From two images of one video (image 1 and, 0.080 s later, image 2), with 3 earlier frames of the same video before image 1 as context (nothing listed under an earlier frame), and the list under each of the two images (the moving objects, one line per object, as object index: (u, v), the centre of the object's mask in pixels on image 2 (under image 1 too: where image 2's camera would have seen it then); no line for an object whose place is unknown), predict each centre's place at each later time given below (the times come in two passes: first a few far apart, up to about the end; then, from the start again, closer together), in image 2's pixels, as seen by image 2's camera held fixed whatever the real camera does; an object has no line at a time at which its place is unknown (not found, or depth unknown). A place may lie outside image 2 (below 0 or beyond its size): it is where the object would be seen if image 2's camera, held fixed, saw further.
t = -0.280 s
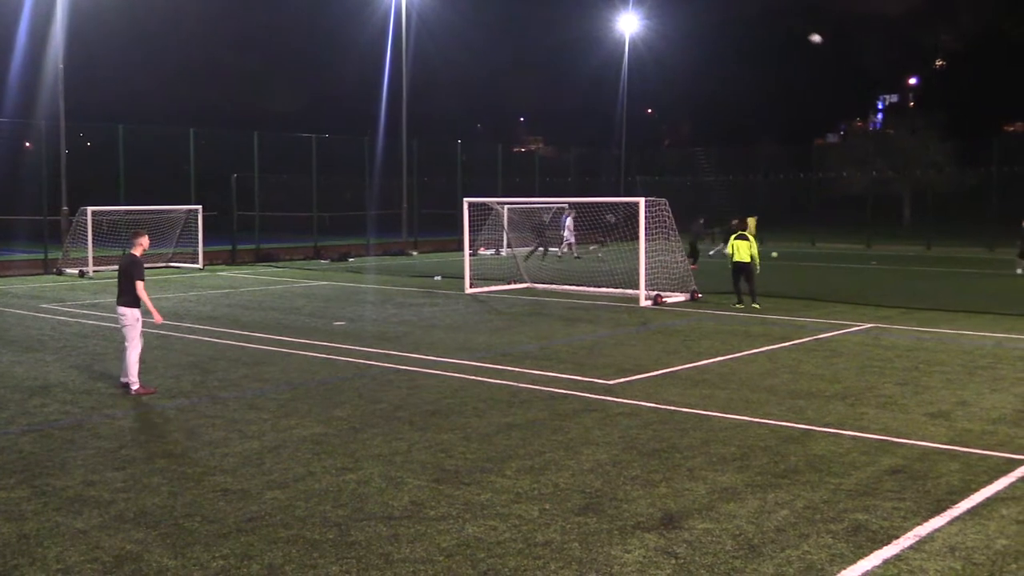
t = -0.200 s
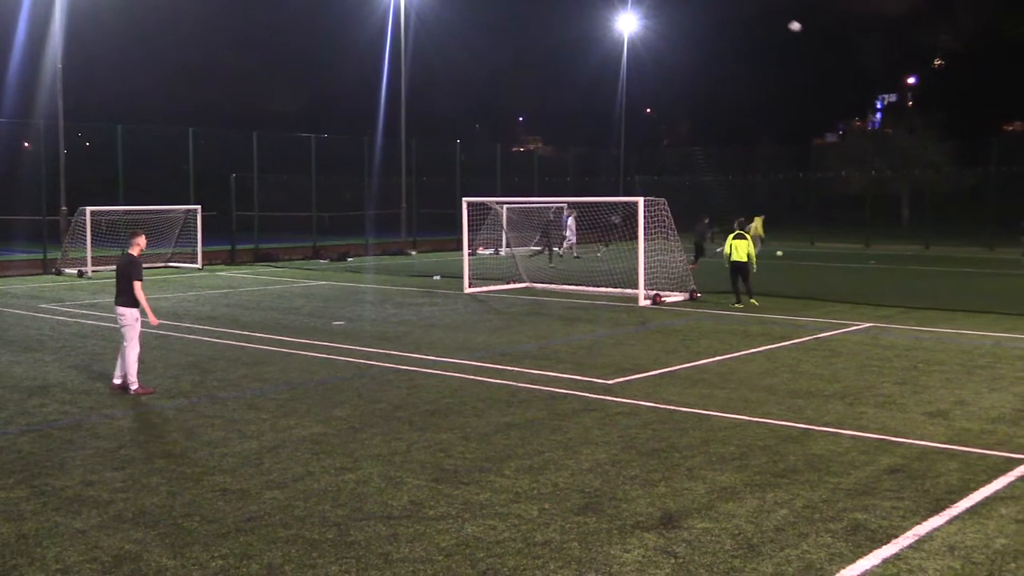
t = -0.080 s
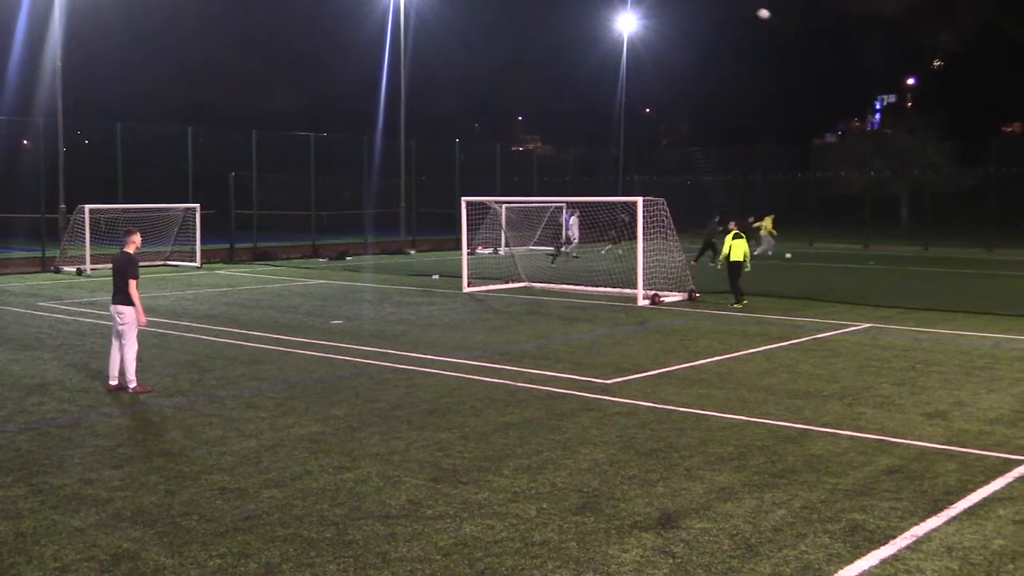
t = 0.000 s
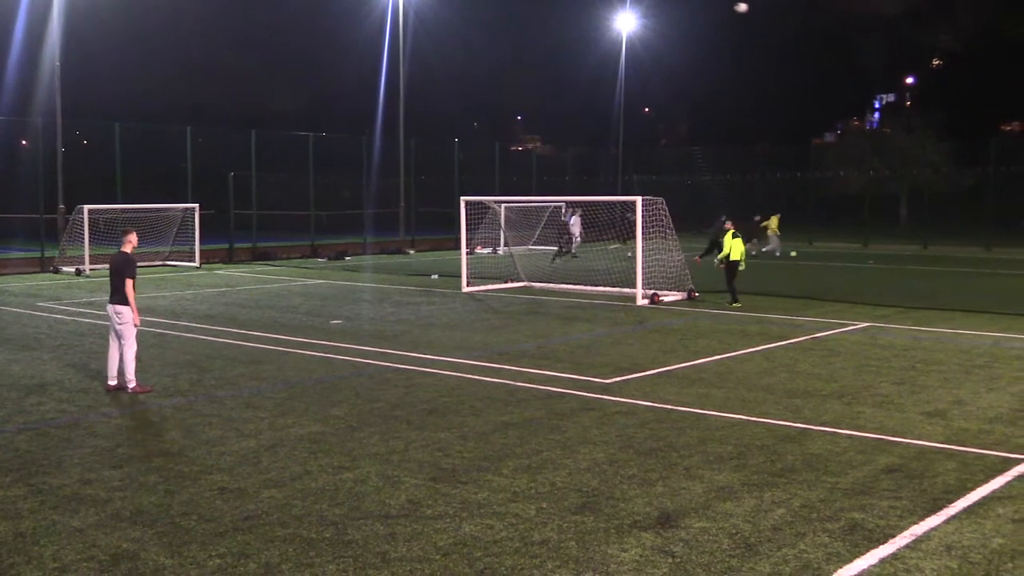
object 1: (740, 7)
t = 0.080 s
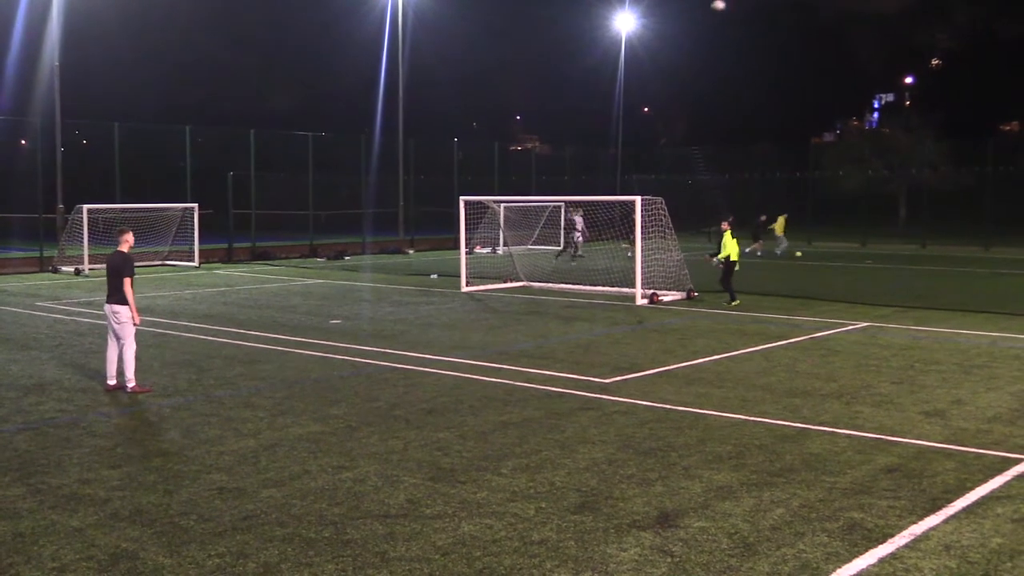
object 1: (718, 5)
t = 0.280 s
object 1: (659, 13)
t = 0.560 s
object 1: (565, 60)
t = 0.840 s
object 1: (459, 160)
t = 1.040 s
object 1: (373, 268)
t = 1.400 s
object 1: (262, 241)
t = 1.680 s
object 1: (186, 175)
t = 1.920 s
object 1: (116, 161)
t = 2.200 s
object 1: (29, 202)
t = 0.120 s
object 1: (707, 5)
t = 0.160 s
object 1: (695, 6)
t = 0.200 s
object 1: (683, 7)
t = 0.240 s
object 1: (671, 10)
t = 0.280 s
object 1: (659, 13)
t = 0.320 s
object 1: (647, 17)
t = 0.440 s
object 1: (608, 34)
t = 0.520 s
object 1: (579, 51)
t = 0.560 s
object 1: (565, 60)
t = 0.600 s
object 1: (551, 71)
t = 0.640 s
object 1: (536, 83)
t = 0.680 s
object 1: (522, 96)
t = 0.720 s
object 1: (506, 111)
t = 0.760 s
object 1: (491, 126)
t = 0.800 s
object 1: (475, 142)
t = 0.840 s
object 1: (459, 160)
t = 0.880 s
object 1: (443, 179)
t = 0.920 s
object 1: (426, 199)
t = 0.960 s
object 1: (409, 221)
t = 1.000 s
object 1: (392, 243)
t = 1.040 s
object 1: (373, 268)
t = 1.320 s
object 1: (283, 268)
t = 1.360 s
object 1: (273, 254)
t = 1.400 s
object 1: (262, 241)
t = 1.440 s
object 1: (252, 228)
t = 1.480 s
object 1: (241, 217)
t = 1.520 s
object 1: (230, 206)
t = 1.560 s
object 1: (219, 197)
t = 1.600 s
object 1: (208, 189)
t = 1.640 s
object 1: (197, 181)
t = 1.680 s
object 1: (186, 175)
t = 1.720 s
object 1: (174, 170)
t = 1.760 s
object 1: (163, 165)
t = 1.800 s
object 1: (151, 163)
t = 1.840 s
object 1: (139, 161)
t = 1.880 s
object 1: (128, 160)
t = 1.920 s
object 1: (116, 161)
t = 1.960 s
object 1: (103, 163)
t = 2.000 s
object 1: (91, 166)
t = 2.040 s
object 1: (78, 171)
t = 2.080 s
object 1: (67, 176)
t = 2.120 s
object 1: (54, 183)
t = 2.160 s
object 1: (42, 192)
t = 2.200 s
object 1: (29, 202)
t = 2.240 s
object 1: (17, 212)
